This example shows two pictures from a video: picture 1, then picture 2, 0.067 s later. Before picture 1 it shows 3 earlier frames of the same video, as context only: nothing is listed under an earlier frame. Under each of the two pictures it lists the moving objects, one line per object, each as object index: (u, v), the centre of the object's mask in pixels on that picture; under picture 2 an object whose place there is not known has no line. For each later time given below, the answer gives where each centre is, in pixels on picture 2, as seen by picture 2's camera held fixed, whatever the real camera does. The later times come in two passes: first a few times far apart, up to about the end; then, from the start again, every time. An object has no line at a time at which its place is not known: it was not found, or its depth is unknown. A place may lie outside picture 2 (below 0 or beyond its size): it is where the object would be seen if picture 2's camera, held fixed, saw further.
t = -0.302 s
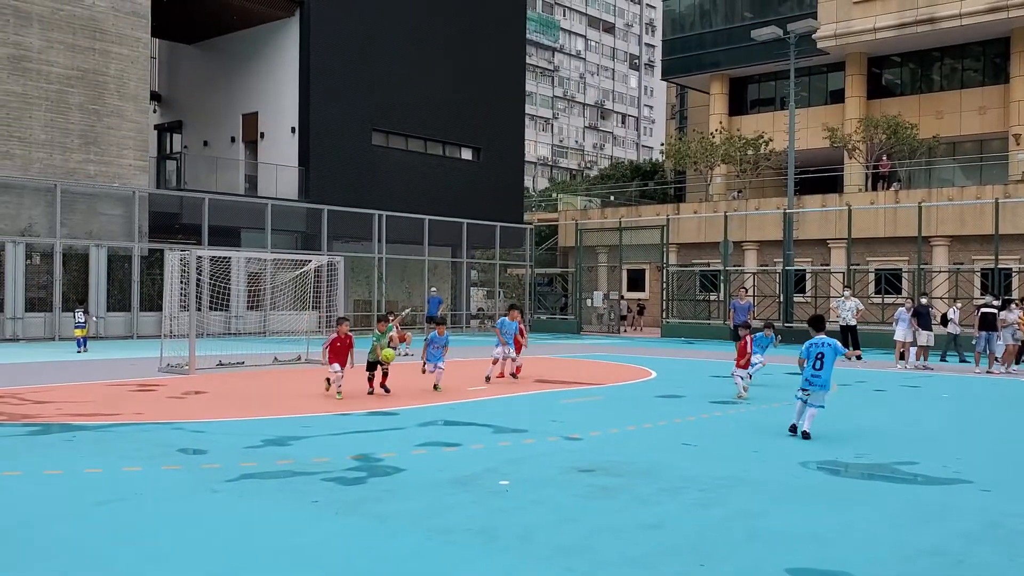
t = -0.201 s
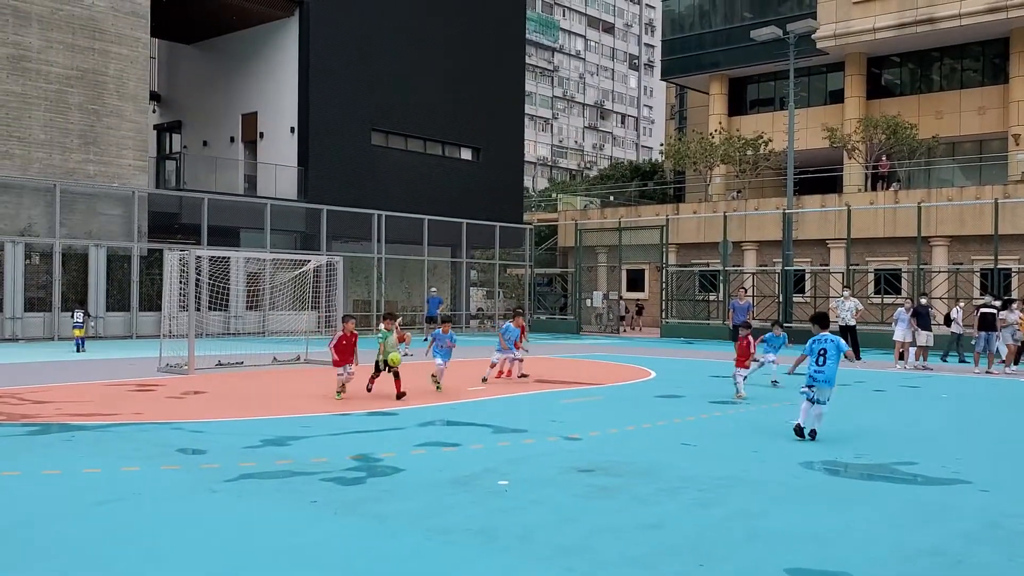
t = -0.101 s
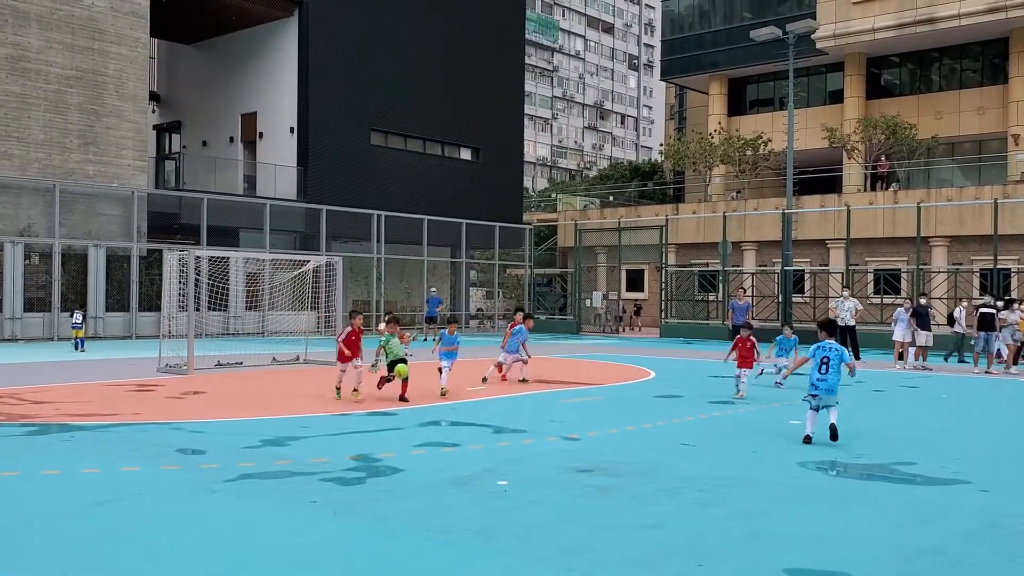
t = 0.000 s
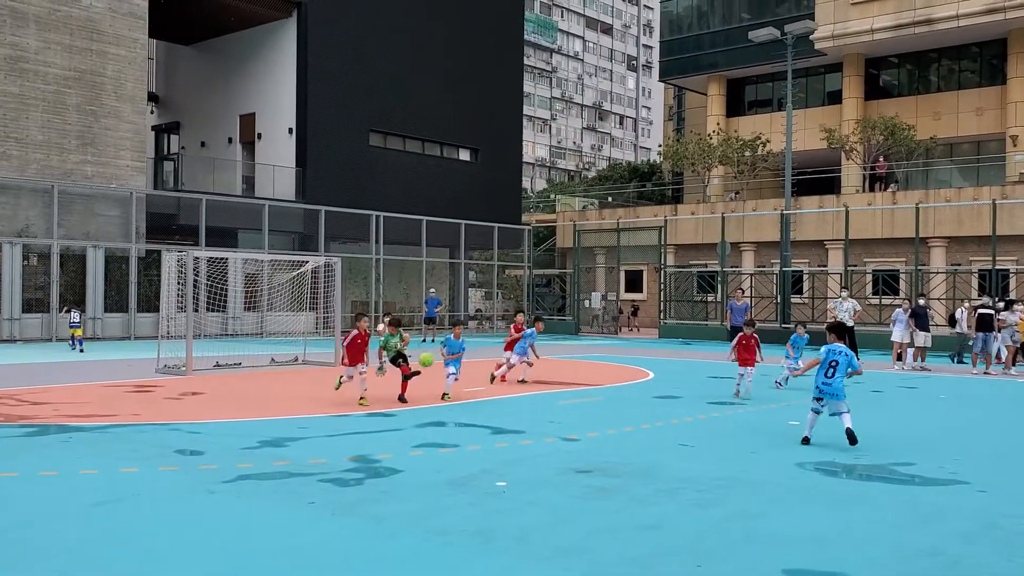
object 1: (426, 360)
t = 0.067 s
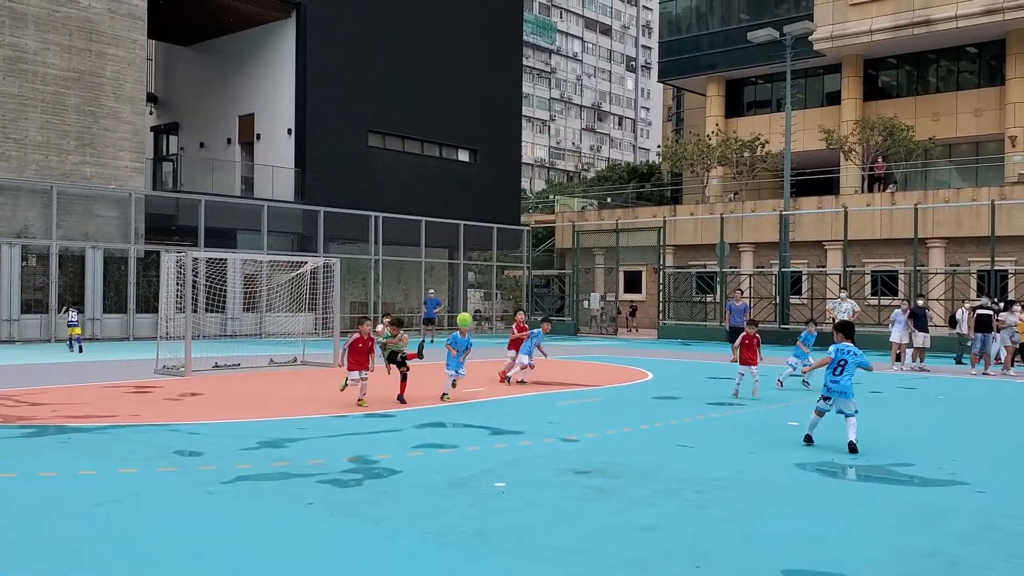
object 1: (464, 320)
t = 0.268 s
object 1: (592, 208)
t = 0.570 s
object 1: (830, 73)
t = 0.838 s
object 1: (1105, 6)
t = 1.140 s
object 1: (1520, 30)
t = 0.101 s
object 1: (485, 300)
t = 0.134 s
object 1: (505, 281)
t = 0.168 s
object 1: (526, 262)
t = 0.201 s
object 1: (548, 244)
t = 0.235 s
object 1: (570, 225)
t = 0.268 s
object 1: (592, 208)
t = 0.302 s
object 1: (615, 190)
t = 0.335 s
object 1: (639, 174)
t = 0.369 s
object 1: (664, 157)
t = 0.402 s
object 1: (690, 142)
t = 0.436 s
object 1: (716, 127)
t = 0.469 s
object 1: (743, 112)
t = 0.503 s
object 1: (771, 99)
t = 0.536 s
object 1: (800, 85)
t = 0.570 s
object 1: (830, 73)
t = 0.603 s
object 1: (860, 62)
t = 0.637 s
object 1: (892, 51)
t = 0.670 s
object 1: (925, 41)
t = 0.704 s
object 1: (958, 32)
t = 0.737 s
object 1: (993, 24)
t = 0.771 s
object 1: (1029, 17)
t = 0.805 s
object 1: (1066, 11)
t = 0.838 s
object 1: (1105, 6)
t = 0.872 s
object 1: (1145, 3)
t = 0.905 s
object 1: (1186, 0)
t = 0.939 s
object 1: (1228, 0)
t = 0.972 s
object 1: (1272, 1)
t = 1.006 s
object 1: (1318, 4)
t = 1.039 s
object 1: (1366, 8)
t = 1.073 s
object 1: (1415, 14)
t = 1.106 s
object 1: (1466, 21)
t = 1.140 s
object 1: (1520, 30)
